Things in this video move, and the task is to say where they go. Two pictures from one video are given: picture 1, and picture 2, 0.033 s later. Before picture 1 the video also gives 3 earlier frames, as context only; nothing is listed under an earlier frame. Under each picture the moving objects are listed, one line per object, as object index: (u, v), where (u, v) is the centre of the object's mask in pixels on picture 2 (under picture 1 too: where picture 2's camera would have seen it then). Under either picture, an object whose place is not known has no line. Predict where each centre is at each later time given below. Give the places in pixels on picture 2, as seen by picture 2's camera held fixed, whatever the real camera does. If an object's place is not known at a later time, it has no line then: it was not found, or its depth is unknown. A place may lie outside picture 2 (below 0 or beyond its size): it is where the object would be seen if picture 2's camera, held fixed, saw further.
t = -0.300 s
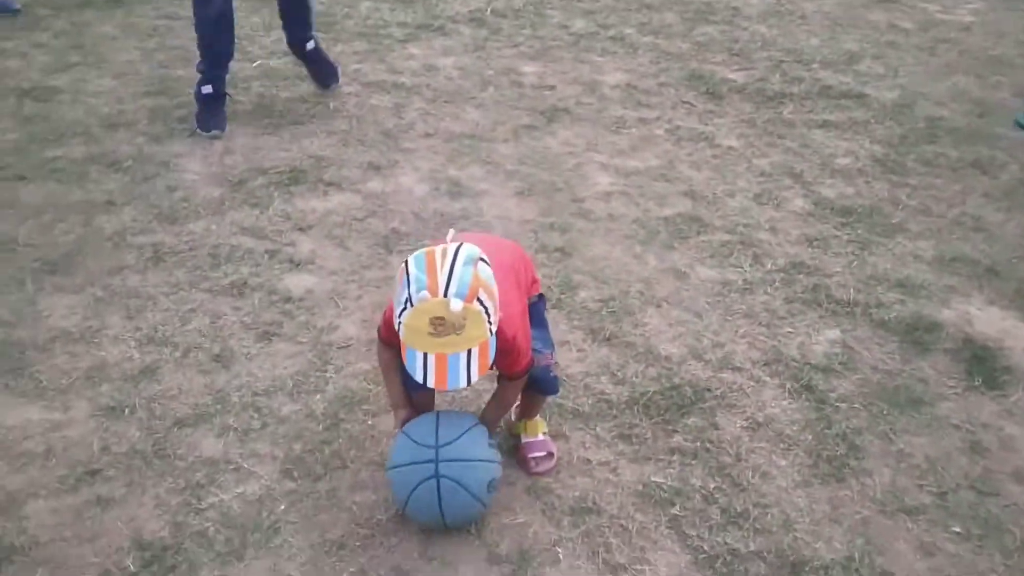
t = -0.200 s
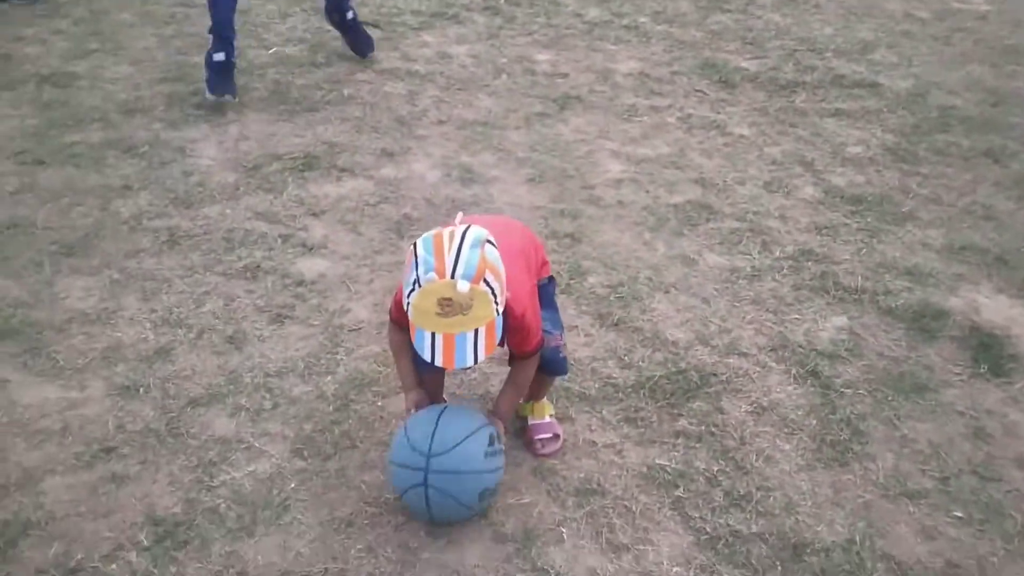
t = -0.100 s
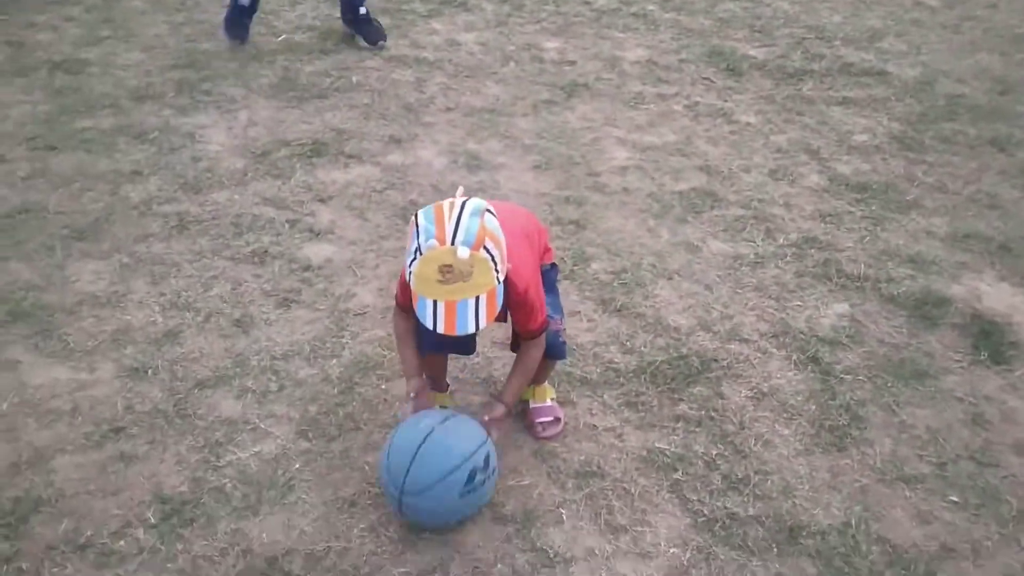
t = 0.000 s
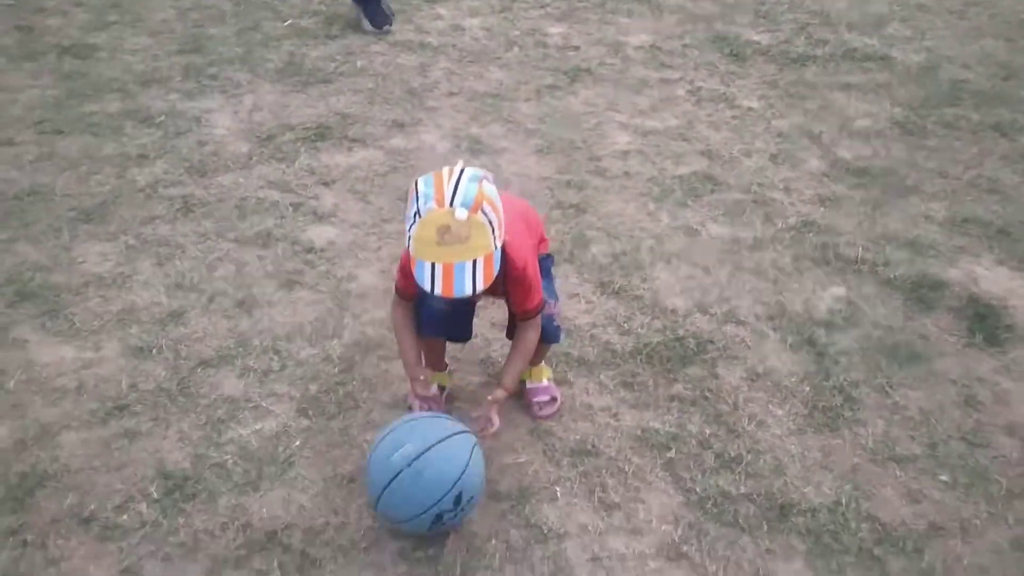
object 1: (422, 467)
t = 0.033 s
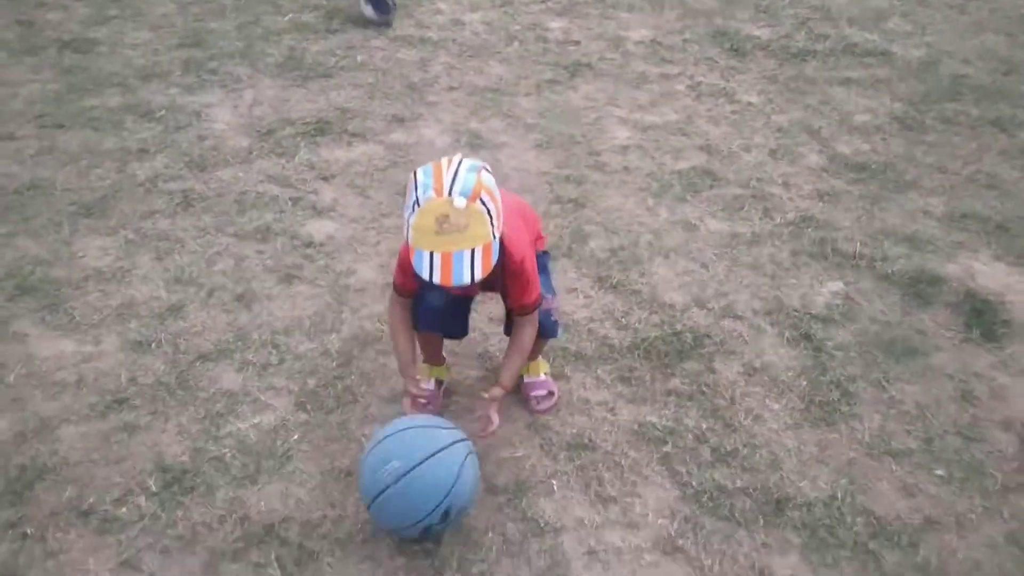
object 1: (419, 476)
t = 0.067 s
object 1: (415, 486)
